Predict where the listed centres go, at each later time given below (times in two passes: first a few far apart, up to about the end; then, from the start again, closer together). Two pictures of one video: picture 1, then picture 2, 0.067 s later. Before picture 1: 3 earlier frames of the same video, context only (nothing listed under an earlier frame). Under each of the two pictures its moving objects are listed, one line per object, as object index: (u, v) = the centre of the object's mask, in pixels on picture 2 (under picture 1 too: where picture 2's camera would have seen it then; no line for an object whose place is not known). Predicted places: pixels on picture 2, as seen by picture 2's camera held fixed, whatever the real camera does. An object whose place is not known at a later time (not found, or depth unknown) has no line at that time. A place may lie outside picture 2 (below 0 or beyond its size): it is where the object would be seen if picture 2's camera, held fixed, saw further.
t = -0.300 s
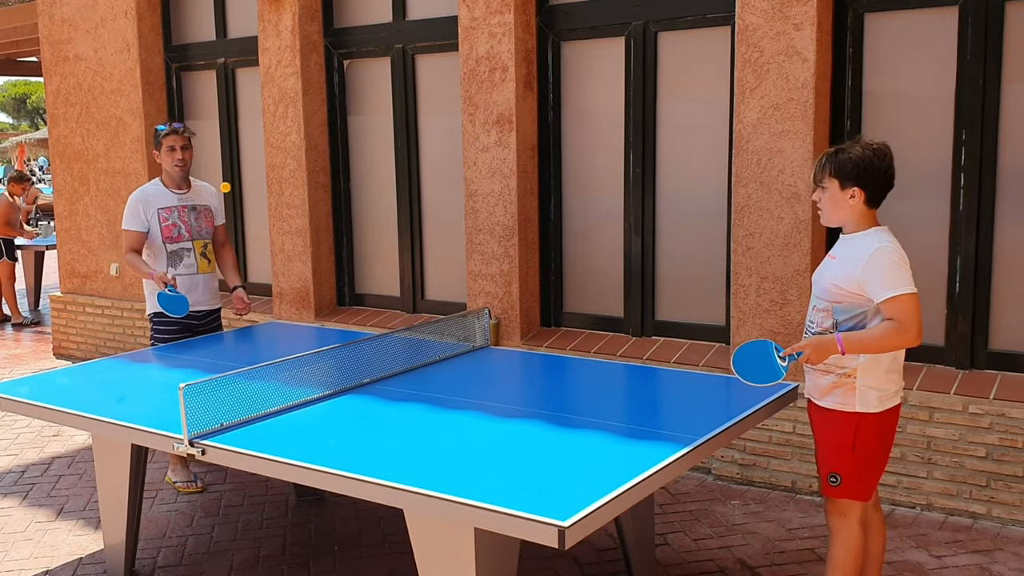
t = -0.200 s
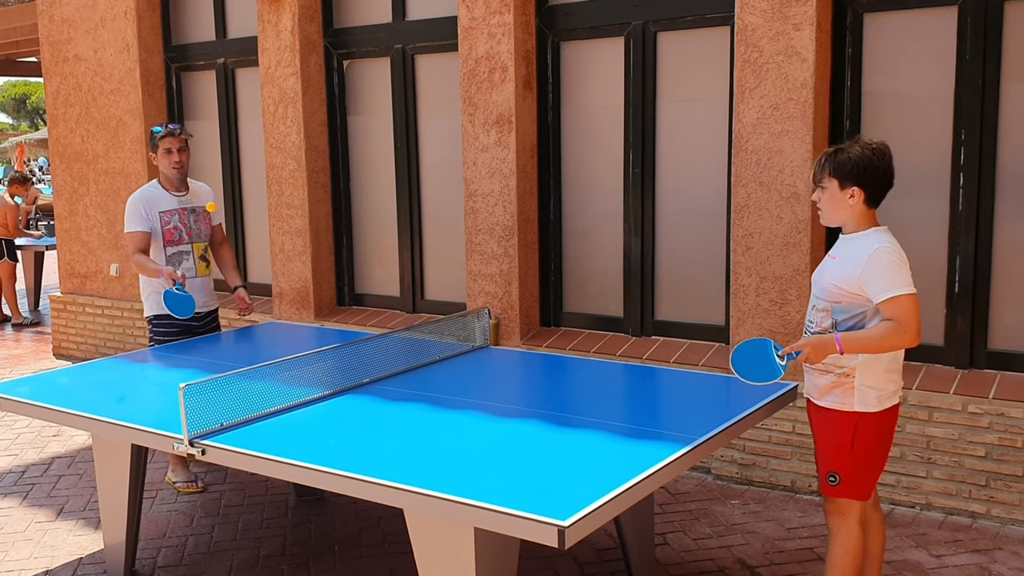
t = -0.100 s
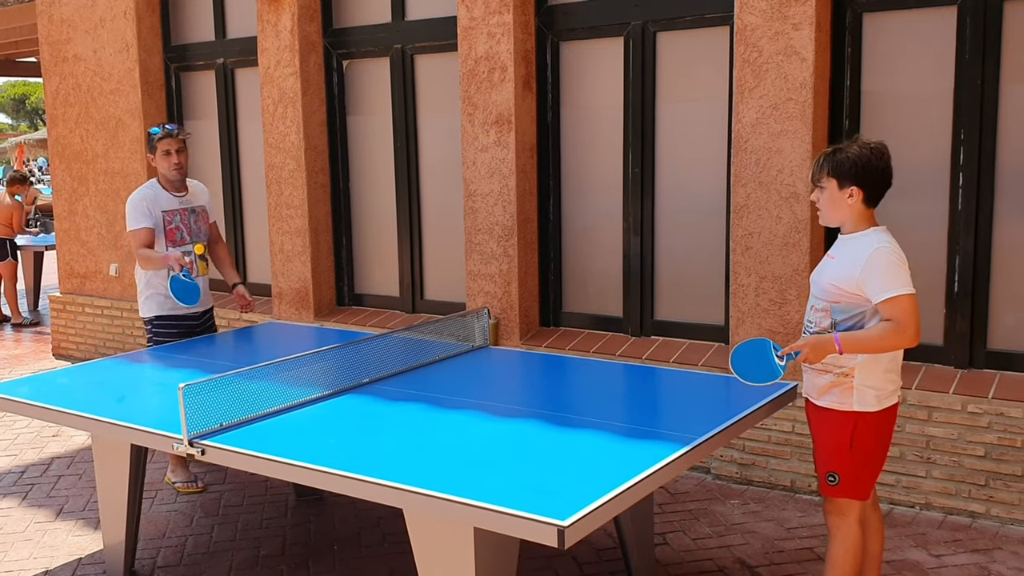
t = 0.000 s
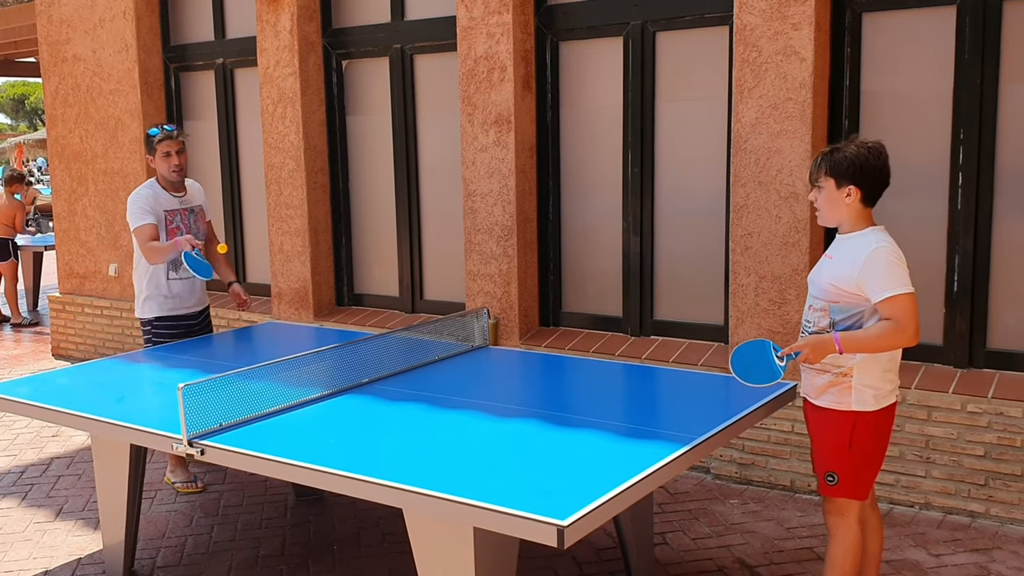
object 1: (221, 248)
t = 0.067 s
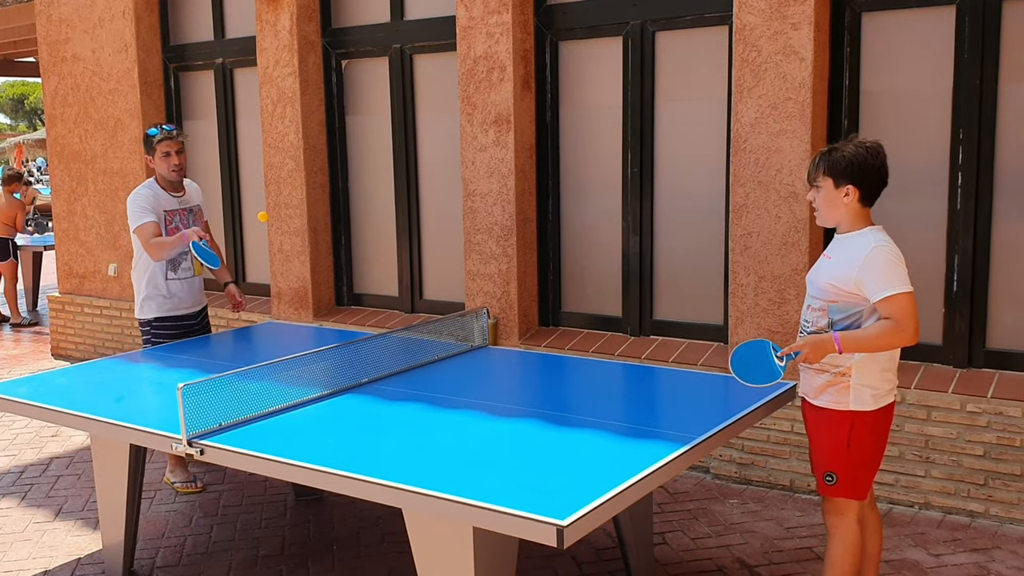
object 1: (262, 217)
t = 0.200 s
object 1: (352, 186)
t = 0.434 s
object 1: (522, 254)
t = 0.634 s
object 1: (656, 358)
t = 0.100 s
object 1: (284, 204)
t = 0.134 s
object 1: (306, 196)
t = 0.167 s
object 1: (329, 190)
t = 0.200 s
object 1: (352, 186)
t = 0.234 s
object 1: (377, 187)
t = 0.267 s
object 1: (400, 190)
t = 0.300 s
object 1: (425, 196)
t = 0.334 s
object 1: (449, 206)
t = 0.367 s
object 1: (474, 219)
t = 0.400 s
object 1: (498, 235)
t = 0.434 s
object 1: (522, 254)
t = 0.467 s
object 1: (546, 277)
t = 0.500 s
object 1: (570, 303)
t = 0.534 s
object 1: (594, 332)
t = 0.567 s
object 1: (617, 365)
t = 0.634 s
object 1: (656, 358)
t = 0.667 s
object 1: (675, 333)
